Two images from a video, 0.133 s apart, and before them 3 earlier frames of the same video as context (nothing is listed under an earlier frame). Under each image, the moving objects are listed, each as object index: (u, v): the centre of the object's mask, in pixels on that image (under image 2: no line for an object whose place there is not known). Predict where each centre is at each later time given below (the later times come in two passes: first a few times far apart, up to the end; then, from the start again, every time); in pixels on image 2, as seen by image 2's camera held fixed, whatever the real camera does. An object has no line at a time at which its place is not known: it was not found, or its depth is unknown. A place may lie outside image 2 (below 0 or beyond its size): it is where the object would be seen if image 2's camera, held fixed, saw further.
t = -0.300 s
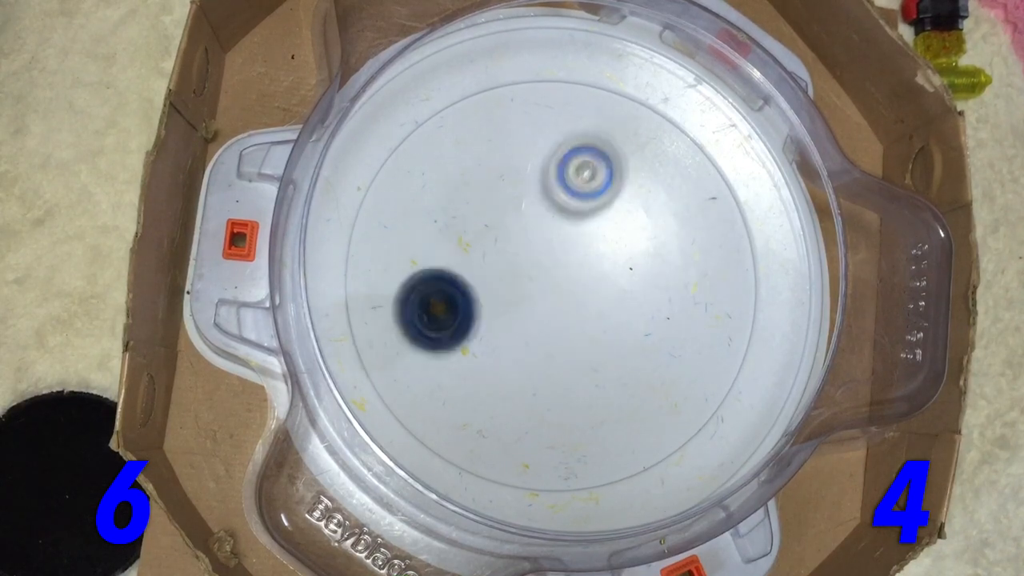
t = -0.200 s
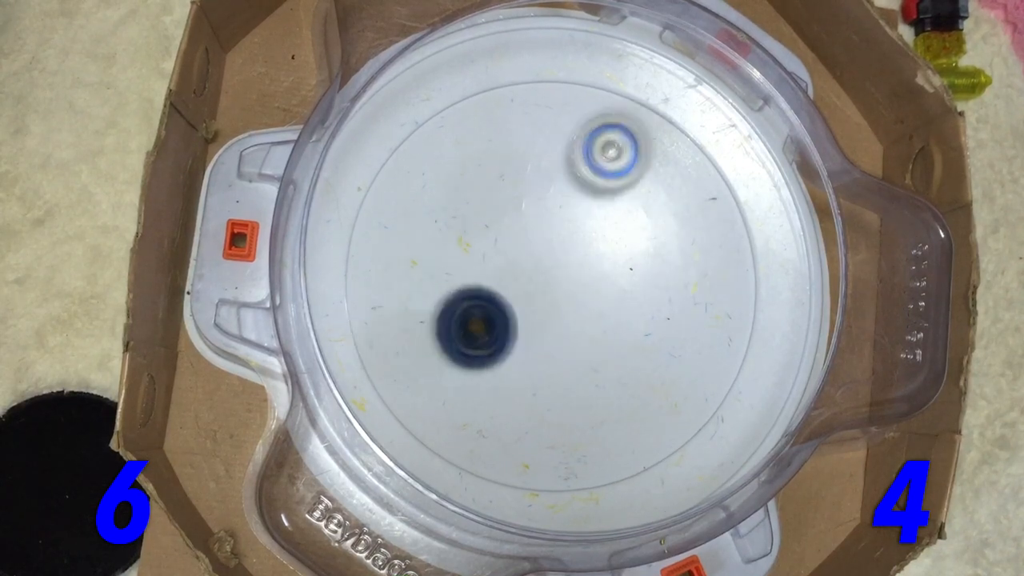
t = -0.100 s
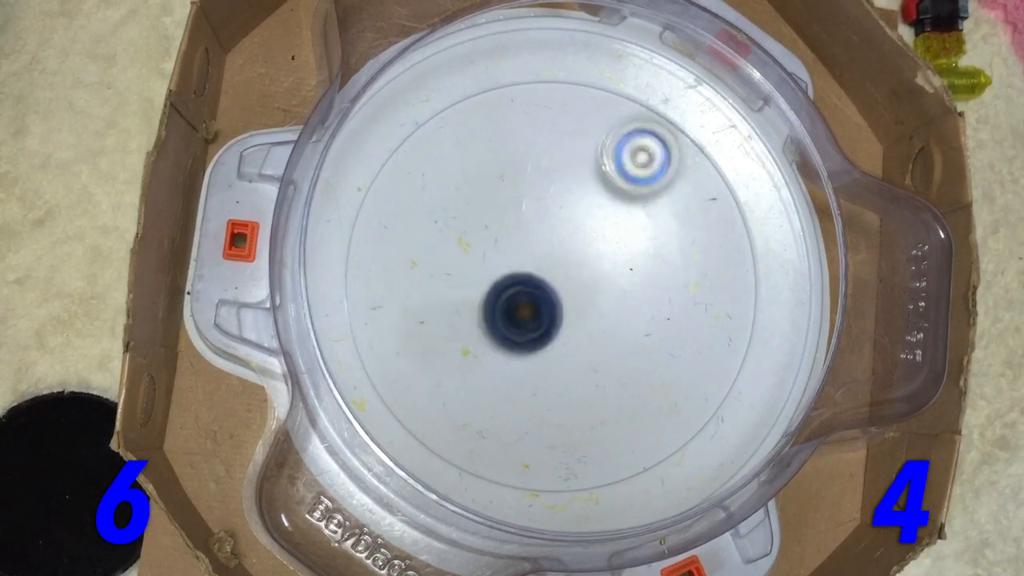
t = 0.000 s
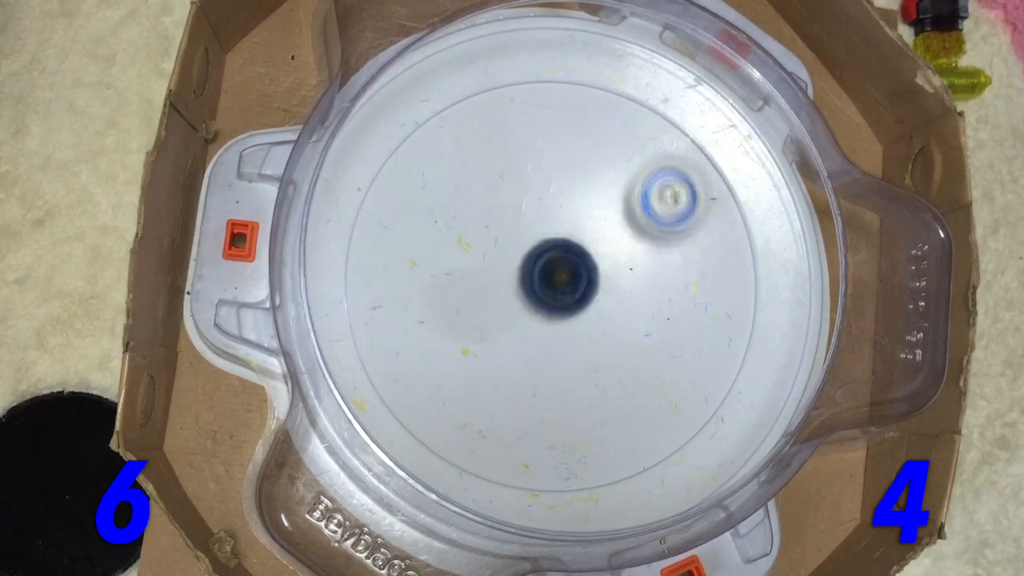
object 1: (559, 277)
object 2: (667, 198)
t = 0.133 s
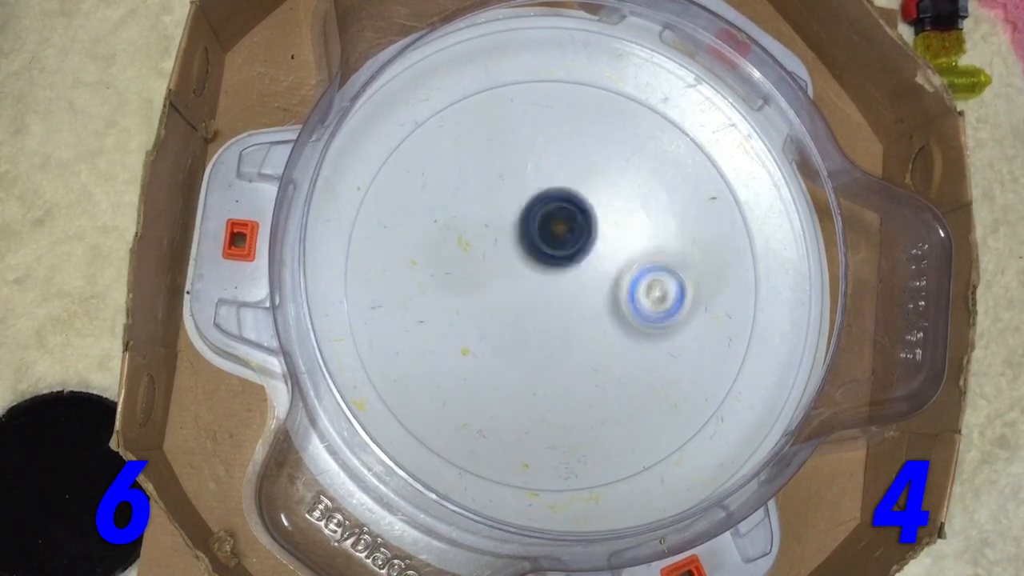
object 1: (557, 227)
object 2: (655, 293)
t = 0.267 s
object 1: (516, 197)
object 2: (591, 359)
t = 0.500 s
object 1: (538, 222)
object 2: (433, 308)
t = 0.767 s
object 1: (578, 284)
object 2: (447, 117)
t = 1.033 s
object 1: (592, 230)
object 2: (676, 198)
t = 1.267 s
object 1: (589, 266)
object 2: (636, 425)
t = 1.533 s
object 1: (547, 307)
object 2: (407, 403)
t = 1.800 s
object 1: (592, 294)
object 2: (430, 183)
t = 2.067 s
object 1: (548, 300)
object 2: (658, 176)
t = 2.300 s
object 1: (521, 249)
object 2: (721, 344)
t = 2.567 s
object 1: (554, 294)
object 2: (532, 411)
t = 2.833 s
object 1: (544, 271)
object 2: (442, 225)
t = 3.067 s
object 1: (581, 236)
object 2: (550, 114)
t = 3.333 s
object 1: (552, 291)
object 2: (690, 231)
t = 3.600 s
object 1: (558, 260)
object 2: (568, 392)
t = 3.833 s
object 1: (595, 297)
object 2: (426, 341)
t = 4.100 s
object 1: (533, 289)
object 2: (441, 185)
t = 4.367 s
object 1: (567, 263)
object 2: (633, 197)
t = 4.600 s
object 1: (554, 299)
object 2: (688, 336)
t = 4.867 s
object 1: (539, 255)
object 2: (552, 415)
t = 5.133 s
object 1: (580, 272)
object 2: (461, 250)
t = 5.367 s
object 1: (538, 274)
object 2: (558, 142)
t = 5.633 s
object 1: (576, 254)
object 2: (689, 219)
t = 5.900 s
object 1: (536, 287)
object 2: (615, 388)
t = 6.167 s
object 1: (521, 252)
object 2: (463, 373)
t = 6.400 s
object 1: (564, 280)
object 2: (447, 231)
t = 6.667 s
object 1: (552, 288)
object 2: (600, 174)
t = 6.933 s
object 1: (560, 248)
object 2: (693, 294)
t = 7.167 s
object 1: (588, 257)
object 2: (586, 385)
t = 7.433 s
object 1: (570, 303)
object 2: (457, 283)
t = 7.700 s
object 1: (531, 277)
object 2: (511, 156)
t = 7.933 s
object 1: (558, 254)
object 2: (634, 201)
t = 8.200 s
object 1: (572, 280)
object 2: (619, 358)
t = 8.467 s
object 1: (550, 286)
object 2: (482, 369)
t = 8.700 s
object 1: (549, 267)
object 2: (462, 242)
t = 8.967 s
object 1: (566, 272)
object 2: (594, 176)
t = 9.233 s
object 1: (567, 285)
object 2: (681, 279)
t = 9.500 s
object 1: (555, 280)
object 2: (563, 367)
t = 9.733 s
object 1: (554, 269)
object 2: (458, 298)
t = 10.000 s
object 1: (557, 265)
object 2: (499, 181)
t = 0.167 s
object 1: (545, 216)
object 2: (645, 313)
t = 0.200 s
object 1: (534, 207)
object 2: (630, 333)
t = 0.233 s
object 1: (525, 201)
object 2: (612, 349)
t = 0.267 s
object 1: (516, 197)
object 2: (591, 359)
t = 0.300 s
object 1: (511, 194)
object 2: (568, 365)
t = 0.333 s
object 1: (509, 194)
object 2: (541, 367)
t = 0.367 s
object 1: (509, 196)
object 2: (518, 363)
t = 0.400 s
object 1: (514, 200)
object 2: (492, 355)
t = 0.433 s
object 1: (521, 206)
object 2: (470, 343)
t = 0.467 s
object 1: (529, 213)
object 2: (451, 328)
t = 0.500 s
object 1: (538, 222)
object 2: (433, 308)
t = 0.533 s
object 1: (548, 233)
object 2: (417, 286)
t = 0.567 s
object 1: (554, 244)
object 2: (406, 262)
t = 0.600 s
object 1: (560, 258)
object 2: (400, 236)
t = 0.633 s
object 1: (563, 269)
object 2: (396, 207)
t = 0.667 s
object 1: (567, 275)
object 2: (399, 180)
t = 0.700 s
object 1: (570, 281)
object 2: (411, 155)
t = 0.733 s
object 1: (574, 284)
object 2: (426, 133)
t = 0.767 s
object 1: (578, 284)
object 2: (447, 117)
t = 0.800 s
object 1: (583, 282)
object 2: (472, 99)
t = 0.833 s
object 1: (588, 277)
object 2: (504, 91)
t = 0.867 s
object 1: (590, 271)
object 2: (533, 91)
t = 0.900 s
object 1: (591, 264)
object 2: (570, 98)
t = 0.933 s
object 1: (591, 255)
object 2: (602, 113)
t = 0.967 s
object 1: (591, 247)
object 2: (629, 139)
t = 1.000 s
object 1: (591, 237)
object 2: (654, 167)
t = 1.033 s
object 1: (592, 230)
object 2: (676, 198)
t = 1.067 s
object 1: (595, 224)
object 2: (689, 234)
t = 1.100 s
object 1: (597, 222)
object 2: (696, 270)
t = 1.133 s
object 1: (597, 224)
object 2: (696, 306)
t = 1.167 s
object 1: (596, 230)
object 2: (690, 340)
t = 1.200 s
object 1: (594, 242)
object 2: (677, 373)
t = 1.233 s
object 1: (592, 252)
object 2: (660, 400)
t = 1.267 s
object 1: (589, 266)
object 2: (636, 425)
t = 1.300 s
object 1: (586, 279)
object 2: (609, 445)
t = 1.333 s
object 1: (582, 291)
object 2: (580, 455)
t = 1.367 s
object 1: (576, 302)
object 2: (549, 465)
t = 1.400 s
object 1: (568, 309)
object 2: (517, 465)
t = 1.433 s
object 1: (561, 313)
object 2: (484, 460)
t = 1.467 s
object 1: (553, 313)
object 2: (453, 450)
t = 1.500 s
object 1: (550, 311)
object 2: (426, 425)
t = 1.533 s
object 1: (547, 307)
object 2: (407, 403)
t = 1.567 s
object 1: (548, 304)
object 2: (389, 376)
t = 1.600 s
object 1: (551, 300)
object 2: (374, 346)
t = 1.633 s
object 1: (556, 298)
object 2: (370, 316)
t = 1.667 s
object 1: (562, 294)
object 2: (370, 288)
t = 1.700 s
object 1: (570, 293)
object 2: (378, 260)
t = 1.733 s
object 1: (578, 291)
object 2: (390, 233)
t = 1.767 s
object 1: (586, 292)
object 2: (409, 204)
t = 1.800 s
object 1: (592, 294)
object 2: (430, 183)
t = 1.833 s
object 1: (597, 299)
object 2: (453, 173)
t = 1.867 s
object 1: (597, 303)
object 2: (481, 159)
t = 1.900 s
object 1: (594, 308)
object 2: (511, 152)
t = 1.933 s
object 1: (589, 309)
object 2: (542, 146)
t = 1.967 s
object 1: (581, 309)
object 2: (572, 147)
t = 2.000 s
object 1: (571, 306)
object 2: (602, 152)
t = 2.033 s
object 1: (561, 304)
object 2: (629, 161)
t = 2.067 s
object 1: (548, 300)
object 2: (658, 176)
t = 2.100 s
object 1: (539, 295)
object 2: (682, 193)
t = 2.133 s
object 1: (526, 287)
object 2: (700, 215)
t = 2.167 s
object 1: (521, 279)
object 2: (714, 239)
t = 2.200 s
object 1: (516, 271)
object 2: (723, 263)
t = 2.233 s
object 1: (515, 260)
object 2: (728, 290)
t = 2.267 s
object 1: (517, 254)
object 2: (727, 318)
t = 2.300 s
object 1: (521, 249)
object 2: (721, 344)
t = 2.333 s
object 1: (528, 248)
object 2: (710, 367)
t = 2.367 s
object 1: (533, 250)
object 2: (694, 389)
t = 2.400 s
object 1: (538, 255)
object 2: (670, 407)
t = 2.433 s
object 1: (544, 263)
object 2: (648, 421)
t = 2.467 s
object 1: (548, 269)
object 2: (616, 427)
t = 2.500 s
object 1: (553, 279)
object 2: (589, 427)
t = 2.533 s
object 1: (553, 287)
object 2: (558, 422)
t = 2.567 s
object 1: (554, 294)
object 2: (532, 411)
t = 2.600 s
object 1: (551, 301)
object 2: (509, 396)
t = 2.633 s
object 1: (548, 304)
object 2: (486, 377)
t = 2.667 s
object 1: (546, 304)
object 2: (467, 354)
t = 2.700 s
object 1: (544, 300)
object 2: (454, 331)
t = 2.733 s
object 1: (545, 295)
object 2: (445, 303)
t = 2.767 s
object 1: (544, 288)
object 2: (440, 277)
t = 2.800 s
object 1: (542, 279)
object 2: (439, 252)
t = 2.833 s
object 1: (544, 271)
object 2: (442, 225)
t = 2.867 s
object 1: (544, 262)
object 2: (448, 200)
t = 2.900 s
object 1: (547, 251)
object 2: (461, 175)
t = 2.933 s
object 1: (553, 243)
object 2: (473, 154)
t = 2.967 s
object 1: (559, 237)
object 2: (491, 138)
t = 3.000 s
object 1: (566, 232)
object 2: (509, 126)
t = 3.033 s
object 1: (575, 232)
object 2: (530, 117)
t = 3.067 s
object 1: (581, 236)
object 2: (550, 114)
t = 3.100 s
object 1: (585, 241)
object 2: (574, 111)
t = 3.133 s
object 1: (588, 252)
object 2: (597, 116)
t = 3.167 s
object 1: (587, 261)
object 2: (619, 125)
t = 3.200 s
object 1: (583, 269)
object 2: (638, 141)
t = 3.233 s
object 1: (578, 279)
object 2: (657, 159)
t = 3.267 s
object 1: (568, 287)
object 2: (672, 181)
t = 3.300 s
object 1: (560, 290)
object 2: (685, 205)
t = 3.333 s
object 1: (552, 291)
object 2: (690, 231)
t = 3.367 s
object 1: (542, 290)
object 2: (689, 262)
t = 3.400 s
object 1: (538, 285)
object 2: (681, 288)
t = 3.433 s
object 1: (536, 280)
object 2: (669, 314)
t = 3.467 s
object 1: (535, 274)
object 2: (655, 336)
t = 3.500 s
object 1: (537, 267)
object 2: (635, 358)
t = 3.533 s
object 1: (544, 262)
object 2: (615, 373)
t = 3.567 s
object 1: (551, 261)
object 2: (593, 384)
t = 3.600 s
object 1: (558, 260)
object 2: (568, 392)
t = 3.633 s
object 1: (567, 259)
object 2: (546, 394)
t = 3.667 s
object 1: (578, 263)
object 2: (524, 394)
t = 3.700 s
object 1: (585, 268)
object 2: (500, 390)
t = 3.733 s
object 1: (591, 274)
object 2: (479, 383)
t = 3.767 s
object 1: (596, 280)
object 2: (461, 371)
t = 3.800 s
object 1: (598, 289)
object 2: (441, 359)
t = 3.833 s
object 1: (595, 297)
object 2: (426, 341)
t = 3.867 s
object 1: (592, 303)
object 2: (413, 327)
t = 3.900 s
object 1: (586, 307)
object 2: (403, 306)
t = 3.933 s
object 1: (575, 312)
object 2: (397, 285)
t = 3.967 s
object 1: (564, 311)
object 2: (395, 262)
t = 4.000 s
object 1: (556, 307)
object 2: (399, 239)
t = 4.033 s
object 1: (547, 303)
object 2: (408, 218)
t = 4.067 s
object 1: (540, 297)
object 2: (421, 201)
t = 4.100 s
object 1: (533, 289)
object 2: (441, 185)
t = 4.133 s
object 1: (530, 279)
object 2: (463, 169)
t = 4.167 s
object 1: (532, 270)
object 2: (487, 161)
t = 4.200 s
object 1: (535, 264)
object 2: (513, 158)
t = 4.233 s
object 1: (540, 260)
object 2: (538, 158)
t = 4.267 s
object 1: (544, 257)
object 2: (563, 161)
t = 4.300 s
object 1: (551, 255)
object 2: (589, 170)
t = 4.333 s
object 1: (561, 257)
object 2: (611, 181)
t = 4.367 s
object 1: (567, 263)
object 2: (633, 197)
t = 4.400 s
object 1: (571, 269)
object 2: (650, 215)
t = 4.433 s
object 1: (573, 275)
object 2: (665, 234)
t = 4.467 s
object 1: (573, 281)
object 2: (677, 255)
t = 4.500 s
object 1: (573, 288)
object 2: (684, 274)
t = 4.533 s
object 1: (568, 294)
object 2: (688, 296)
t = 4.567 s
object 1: (561, 298)
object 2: (689, 317)
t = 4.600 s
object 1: (554, 299)
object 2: (688, 336)
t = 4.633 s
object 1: (548, 298)
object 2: (680, 359)
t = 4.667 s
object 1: (542, 295)
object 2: (671, 375)
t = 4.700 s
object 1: (537, 291)
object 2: (657, 391)
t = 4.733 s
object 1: (533, 286)
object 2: (642, 405)
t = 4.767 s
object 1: (529, 278)
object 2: (622, 415)
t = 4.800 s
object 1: (529, 270)
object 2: (598, 422)
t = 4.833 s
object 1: (533, 262)
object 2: (574, 421)
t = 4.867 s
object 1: (539, 255)
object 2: (552, 415)
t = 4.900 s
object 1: (546, 249)
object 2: (526, 405)
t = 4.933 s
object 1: (554, 247)
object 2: (506, 390)
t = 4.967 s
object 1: (562, 246)
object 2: (487, 370)
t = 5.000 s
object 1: (569, 247)
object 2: (475, 349)
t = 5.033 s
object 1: (575, 251)
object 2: (465, 323)
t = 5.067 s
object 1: (579, 256)
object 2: (460, 299)
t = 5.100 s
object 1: (581, 264)
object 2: (459, 274)
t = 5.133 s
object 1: (580, 272)
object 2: (461, 250)
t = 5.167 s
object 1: (575, 279)
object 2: (468, 227)
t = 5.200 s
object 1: (569, 284)
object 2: (477, 205)
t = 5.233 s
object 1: (561, 285)
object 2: (490, 187)
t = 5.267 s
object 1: (553, 285)
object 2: (506, 171)
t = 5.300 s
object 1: (547, 282)
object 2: (522, 158)
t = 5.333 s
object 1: (542, 279)
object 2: (538, 147)
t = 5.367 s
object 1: (538, 274)
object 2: (558, 142)
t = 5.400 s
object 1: (537, 268)
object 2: (578, 137)
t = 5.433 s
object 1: (538, 263)
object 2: (597, 137)
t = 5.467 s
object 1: (540, 258)
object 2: (617, 141)
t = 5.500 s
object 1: (545, 254)
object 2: (636, 149)
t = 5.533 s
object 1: (552, 251)
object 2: (652, 162)
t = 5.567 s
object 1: (560, 249)
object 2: (670, 177)
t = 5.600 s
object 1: (568, 250)
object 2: (679, 198)
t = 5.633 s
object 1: (576, 254)
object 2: (689, 219)
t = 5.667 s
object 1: (582, 259)
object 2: (692, 243)
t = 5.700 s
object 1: (586, 267)
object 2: (690, 265)
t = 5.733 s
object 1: (587, 276)
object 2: (682, 292)
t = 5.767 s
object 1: (585, 284)
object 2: (670, 311)
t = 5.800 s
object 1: (581, 291)
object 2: (654, 332)
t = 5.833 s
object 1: (569, 296)
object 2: (638, 351)
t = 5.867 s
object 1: (551, 292)
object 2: (626, 373)
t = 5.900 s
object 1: (536, 287)
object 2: (615, 388)
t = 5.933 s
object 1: (526, 282)
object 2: (595, 400)
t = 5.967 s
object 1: (517, 277)
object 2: (578, 407)
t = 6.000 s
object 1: (512, 271)
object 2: (559, 411)
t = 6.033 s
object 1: (509, 266)
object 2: (540, 409)
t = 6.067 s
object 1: (509, 261)
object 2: (520, 406)
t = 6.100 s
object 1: (511, 257)
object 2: (499, 398)
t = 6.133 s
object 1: (515, 254)
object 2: (479, 388)
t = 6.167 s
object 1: (521, 252)
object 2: (463, 373)
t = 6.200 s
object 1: (528, 252)
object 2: (449, 357)
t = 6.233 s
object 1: (535, 254)
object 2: (438, 337)
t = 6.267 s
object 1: (543, 257)
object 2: (431, 316)
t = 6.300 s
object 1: (550, 262)
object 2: (430, 293)
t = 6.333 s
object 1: (556, 267)
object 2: (432, 271)
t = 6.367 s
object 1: (561, 274)
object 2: (439, 249)
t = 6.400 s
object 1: (564, 280)
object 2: (447, 231)
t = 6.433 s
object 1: (564, 286)
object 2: (462, 212)
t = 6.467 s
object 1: (563, 290)
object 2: (479, 197)
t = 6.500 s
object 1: (562, 293)
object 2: (496, 186)
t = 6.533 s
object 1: (560, 295)
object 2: (517, 176)
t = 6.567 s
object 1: (557, 294)
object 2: (538, 171)
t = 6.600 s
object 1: (555, 293)
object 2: (559, 168)
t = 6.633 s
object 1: (554, 291)
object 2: (580, 170)
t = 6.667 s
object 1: (552, 288)
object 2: (600, 174)
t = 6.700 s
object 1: (550, 284)
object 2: (620, 181)
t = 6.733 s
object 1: (549, 279)
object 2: (638, 191)
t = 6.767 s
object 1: (549, 274)
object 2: (655, 204)
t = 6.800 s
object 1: (549, 269)
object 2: (668, 218)
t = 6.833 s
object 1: (551, 263)
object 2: (680, 237)
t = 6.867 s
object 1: (553, 257)
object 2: (687, 255)
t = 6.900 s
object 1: (556, 252)
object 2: (690, 275)
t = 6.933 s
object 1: (560, 248)
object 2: (693, 294)
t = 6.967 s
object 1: (564, 245)
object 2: (687, 314)
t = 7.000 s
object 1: (568, 244)
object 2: (680, 333)
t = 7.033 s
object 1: (573, 244)
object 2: (665, 351)
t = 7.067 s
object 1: (578, 245)
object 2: (648, 367)
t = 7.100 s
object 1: (582, 248)
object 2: (631, 375)
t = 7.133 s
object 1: (586, 252)
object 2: (608, 383)
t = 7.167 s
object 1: (588, 257)
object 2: (586, 385)
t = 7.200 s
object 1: (590, 264)
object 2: (562, 382)
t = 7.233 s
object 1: (591, 270)
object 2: (539, 375)
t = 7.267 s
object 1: (590, 277)
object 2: (521, 365)
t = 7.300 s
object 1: (587, 284)
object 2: (504, 352)
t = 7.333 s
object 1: (584, 291)
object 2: (486, 337)
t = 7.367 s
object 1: (580, 296)
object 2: (474, 320)
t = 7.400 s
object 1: (575, 300)
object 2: (464, 304)
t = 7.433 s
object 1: (570, 303)
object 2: (457, 283)
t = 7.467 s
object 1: (564, 304)
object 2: (453, 263)
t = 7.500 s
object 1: (558, 303)
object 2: (452, 244)
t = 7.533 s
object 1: (551, 301)
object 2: (456, 224)
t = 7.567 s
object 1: (545, 297)
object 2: (461, 206)
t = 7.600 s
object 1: (540, 293)
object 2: (468, 192)
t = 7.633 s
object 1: (536, 288)
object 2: (481, 175)
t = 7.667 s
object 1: (533, 282)
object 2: (496, 161)
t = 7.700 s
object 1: (531, 277)
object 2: (511, 156)
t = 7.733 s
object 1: (532, 272)
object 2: (528, 150)
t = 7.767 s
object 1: (535, 267)
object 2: (549, 148)
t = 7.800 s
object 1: (539, 263)
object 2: (568, 151)
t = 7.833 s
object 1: (544, 259)
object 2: (586, 158)
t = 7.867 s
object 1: (549, 256)
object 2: (605, 170)
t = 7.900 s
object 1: (554, 254)
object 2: (620, 184)
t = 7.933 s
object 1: (558, 254)
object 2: (634, 201)
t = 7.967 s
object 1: (561, 255)
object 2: (645, 222)
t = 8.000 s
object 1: (564, 258)
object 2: (652, 243)
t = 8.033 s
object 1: (567, 261)
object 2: (654, 265)
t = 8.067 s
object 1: (569, 266)
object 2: (654, 285)
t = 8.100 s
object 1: (571, 270)
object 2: (650, 304)
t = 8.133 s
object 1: (572, 274)
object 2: (642, 325)
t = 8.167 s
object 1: (573, 277)
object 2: (632, 342)
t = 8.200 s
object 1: (572, 280)
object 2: (619, 358)
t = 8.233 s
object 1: (570, 283)
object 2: (604, 370)
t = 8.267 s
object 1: (567, 285)
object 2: (589, 381)
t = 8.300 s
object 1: (563, 287)
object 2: (570, 388)
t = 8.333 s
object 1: (559, 289)
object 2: (553, 390)
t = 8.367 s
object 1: (556, 291)
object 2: (534, 390)
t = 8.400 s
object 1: (555, 291)
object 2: (517, 387)
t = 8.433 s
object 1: (553, 288)
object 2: (500, 378)
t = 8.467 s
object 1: (550, 286)
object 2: (482, 369)
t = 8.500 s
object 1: (548, 283)
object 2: (467, 355)
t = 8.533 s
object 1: (545, 281)
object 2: (457, 339)
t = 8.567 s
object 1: (543, 279)
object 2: (449, 320)
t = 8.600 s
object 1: (543, 277)
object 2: (447, 300)
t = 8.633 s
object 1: (545, 275)
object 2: (448, 281)
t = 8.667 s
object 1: (547, 271)
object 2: (452, 260)
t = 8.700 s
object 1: (549, 267)
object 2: (462, 242)
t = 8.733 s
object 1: (549, 265)
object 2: (474, 224)
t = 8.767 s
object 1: (550, 264)
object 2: (487, 212)
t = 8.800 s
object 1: (553, 264)
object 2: (504, 198)
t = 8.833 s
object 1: (558, 266)
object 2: (522, 188)
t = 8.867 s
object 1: (562, 267)
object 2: (540, 180)
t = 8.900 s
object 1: (565, 268)
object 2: (557, 176)
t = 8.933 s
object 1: (566, 270)
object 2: (575, 174)
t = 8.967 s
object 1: (566, 272)
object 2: (594, 176)
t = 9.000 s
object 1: (568, 275)
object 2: (610, 181)
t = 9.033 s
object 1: (569, 278)
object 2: (628, 188)
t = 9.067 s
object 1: (571, 279)
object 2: (643, 198)
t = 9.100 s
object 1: (571, 279)
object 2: (657, 211)
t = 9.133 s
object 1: (570, 280)
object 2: (669, 225)
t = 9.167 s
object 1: (568, 282)
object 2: (676, 242)
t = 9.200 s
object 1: (567, 284)
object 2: (680, 261)
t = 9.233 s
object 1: (567, 285)
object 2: (681, 279)
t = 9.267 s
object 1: (566, 285)
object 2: (676, 299)
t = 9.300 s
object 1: (564, 284)
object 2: (667, 317)
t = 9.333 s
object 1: (562, 284)
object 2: (656, 333)
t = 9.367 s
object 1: (560, 285)
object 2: (641, 346)
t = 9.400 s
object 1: (559, 285)
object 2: (623, 358)
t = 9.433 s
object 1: (559, 283)
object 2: (606, 361)
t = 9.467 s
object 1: (557, 281)
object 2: (582, 367)
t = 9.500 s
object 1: (555, 280)
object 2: (563, 367)
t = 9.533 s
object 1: (553, 279)
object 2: (543, 362)
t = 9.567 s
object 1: (554, 277)
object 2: (526, 358)
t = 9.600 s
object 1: (555, 274)
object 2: (507, 350)
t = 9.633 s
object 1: (555, 271)
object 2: (490, 341)
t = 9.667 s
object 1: (553, 269)
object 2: (479, 329)
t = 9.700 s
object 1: (553, 269)
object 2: (465, 314)
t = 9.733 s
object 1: (554, 269)
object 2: (458, 298)
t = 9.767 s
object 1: (555, 267)
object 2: (453, 282)
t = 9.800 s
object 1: (555, 265)
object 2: (449, 266)
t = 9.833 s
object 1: (554, 265)
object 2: (449, 246)
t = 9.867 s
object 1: (555, 266)
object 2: (452, 231)
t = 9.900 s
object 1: (556, 266)
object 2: (458, 216)
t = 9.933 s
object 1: (557, 264)
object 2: (469, 201)
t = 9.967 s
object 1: (557, 264)
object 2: (483, 189)
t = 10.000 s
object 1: (557, 265)
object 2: (499, 181)
